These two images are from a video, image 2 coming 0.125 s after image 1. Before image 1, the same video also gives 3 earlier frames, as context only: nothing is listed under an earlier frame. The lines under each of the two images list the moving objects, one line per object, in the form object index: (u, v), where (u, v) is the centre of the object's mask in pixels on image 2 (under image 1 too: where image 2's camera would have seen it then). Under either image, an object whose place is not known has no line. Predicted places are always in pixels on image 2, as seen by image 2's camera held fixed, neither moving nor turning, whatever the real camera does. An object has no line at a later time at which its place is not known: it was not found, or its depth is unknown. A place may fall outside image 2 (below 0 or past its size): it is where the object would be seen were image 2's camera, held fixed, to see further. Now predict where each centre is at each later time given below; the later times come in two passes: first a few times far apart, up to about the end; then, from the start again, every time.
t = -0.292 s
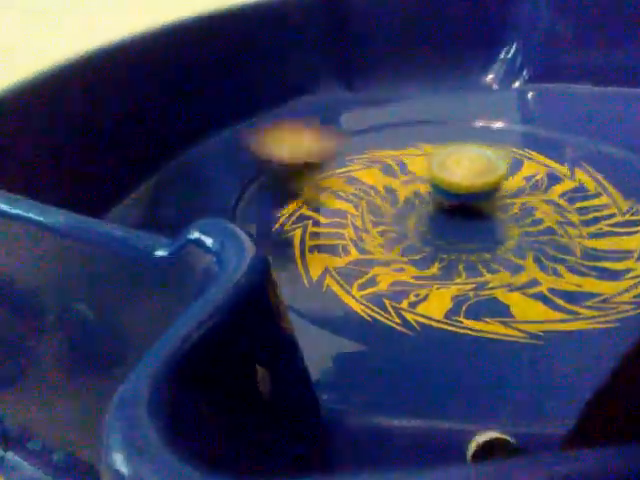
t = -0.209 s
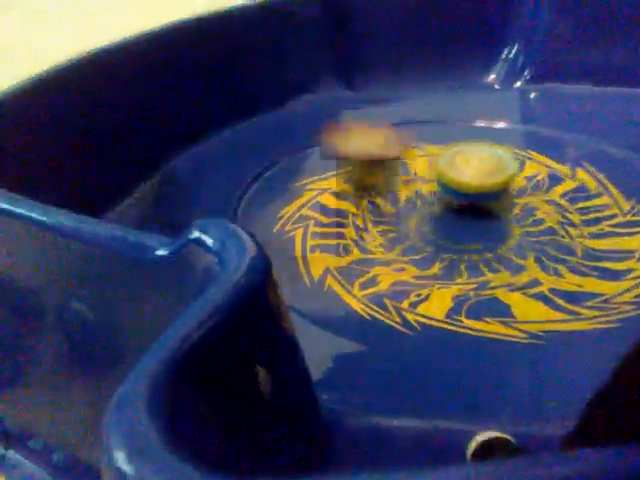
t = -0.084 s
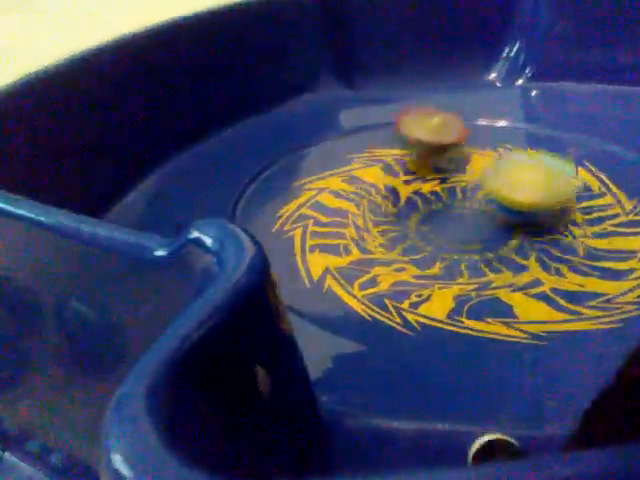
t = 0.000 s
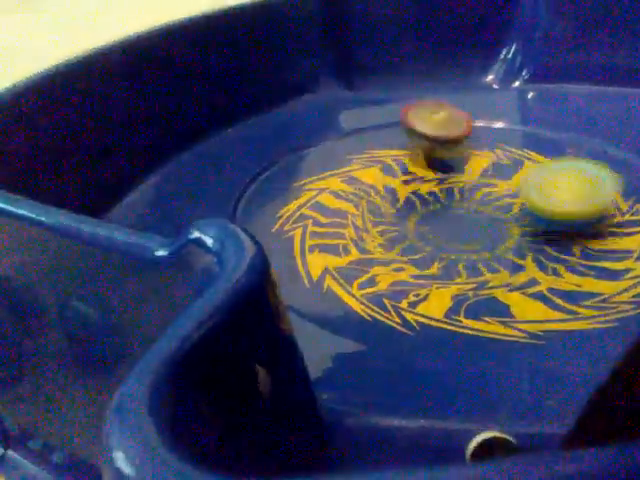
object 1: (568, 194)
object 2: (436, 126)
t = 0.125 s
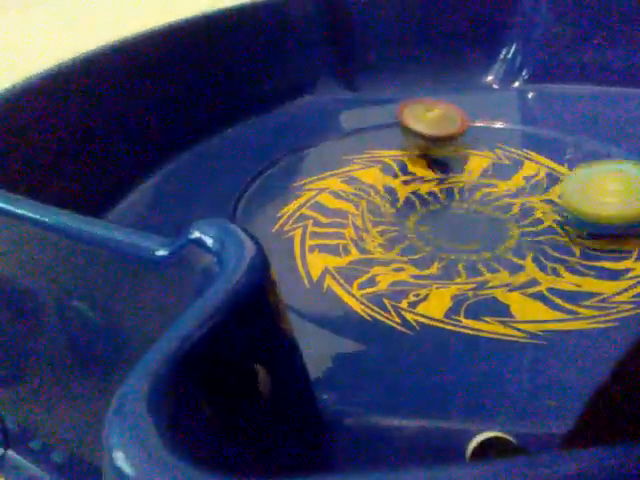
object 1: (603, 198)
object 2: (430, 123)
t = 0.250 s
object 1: (620, 196)
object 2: (423, 122)
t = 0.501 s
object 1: (629, 200)
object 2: (421, 122)
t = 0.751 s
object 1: (602, 217)
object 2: (452, 140)
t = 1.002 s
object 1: (524, 232)
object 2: (520, 158)
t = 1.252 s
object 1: (439, 239)
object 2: (577, 165)
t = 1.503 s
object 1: (371, 235)
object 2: (601, 176)
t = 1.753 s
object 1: (329, 218)
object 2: (605, 193)
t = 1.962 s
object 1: (328, 201)
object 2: (599, 214)
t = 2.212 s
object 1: (359, 181)
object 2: (568, 239)
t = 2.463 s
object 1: (404, 166)
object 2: (537, 256)
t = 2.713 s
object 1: (454, 153)
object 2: (491, 259)
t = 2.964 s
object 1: (501, 151)
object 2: (445, 247)
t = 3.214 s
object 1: (545, 161)
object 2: (399, 235)
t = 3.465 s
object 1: (569, 182)
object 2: (370, 216)
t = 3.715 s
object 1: (565, 211)
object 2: (368, 200)
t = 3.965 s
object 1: (532, 238)
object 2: (379, 183)
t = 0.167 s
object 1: (610, 198)
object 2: (428, 122)
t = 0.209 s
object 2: (425, 122)
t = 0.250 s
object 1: (620, 196)
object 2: (423, 122)
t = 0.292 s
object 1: (625, 196)
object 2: (421, 121)
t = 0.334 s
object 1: (627, 195)
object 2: (420, 121)
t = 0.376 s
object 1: (628, 196)
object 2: (419, 121)
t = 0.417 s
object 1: (628, 197)
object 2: (420, 121)
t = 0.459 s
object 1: (629, 199)
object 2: (420, 122)
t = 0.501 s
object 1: (629, 200)
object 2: (421, 122)
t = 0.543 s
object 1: (628, 199)
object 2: (424, 122)
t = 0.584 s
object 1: (625, 204)
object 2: (428, 124)
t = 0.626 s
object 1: (621, 207)
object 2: (432, 127)
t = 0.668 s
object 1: (616, 210)
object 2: (439, 135)
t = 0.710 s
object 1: (609, 215)
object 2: (445, 138)
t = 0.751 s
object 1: (602, 217)
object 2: (452, 140)
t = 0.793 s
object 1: (593, 221)
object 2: (462, 146)
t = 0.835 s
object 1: (581, 223)
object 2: (473, 150)
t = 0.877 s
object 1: (568, 225)
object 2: (485, 151)
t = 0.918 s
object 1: (552, 228)
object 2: (496, 155)
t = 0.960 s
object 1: (536, 230)
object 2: (508, 157)
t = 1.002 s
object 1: (524, 232)
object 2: (520, 158)
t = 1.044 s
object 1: (509, 235)
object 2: (533, 157)
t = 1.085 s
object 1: (494, 236)
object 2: (543, 160)
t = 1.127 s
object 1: (479, 237)
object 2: (552, 160)
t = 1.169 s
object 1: (465, 239)
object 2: (562, 161)
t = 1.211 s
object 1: (451, 239)
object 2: (569, 164)
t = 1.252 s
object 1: (439, 239)
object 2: (577, 165)
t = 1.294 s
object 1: (426, 240)
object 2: (584, 165)
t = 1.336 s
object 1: (413, 238)
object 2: (589, 167)
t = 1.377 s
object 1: (402, 239)
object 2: (592, 168)
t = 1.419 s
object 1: (391, 239)
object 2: (595, 170)
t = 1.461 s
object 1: (381, 238)
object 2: (598, 173)
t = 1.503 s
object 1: (371, 235)
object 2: (601, 176)
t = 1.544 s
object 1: (361, 234)
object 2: (602, 177)
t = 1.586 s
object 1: (353, 230)
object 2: (604, 180)
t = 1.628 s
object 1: (347, 228)
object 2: (604, 184)
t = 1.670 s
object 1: (340, 225)
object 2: (605, 186)
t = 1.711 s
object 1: (334, 222)
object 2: (606, 188)
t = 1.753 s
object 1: (329, 218)
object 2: (605, 193)
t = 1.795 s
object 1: (327, 215)
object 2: (605, 197)
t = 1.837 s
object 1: (325, 211)
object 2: (603, 200)
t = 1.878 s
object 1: (325, 208)
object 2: (601, 205)
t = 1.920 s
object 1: (327, 204)
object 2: (600, 212)
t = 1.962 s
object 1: (328, 201)
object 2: (599, 214)
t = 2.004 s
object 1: (330, 197)
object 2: (597, 218)
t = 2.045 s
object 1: (336, 193)
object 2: (594, 223)
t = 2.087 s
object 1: (340, 190)
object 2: (590, 225)
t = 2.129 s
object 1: (345, 187)
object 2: (578, 231)
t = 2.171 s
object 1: (352, 184)
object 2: (580, 235)
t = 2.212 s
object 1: (359, 181)
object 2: (568, 239)
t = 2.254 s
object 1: (367, 178)
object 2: (571, 241)
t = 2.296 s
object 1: (372, 176)
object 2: (559, 248)
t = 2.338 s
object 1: (381, 173)
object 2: (555, 250)
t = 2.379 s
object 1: (389, 170)
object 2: (549, 252)
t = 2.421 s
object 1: (397, 168)
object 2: (550, 253)
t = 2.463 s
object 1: (404, 166)
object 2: (537, 256)
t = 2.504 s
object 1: (412, 164)
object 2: (530, 258)
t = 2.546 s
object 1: (421, 160)
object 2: (524, 258)
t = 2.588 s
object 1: (428, 158)
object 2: (516, 258)
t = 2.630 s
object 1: (437, 156)
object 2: (508, 258)
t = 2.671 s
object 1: (445, 156)
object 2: (501, 259)
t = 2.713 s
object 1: (454, 153)
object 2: (491, 259)
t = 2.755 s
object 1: (463, 152)
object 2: (482, 257)
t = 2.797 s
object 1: (470, 151)
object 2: (472, 256)
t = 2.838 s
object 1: (479, 151)
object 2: (462, 254)
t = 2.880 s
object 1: (486, 151)
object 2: (463, 252)
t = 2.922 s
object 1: (493, 150)
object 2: (453, 249)
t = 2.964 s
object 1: (501, 151)
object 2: (445, 247)
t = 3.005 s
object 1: (510, 152)
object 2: (436, 245)
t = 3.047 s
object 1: (518, 154)
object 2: (425, 242)
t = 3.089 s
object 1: (525, 154)
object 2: (420, 241)
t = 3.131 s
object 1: (532, 156)
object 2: (411, 237)
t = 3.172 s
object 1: (539, 159)
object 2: (404, 237)
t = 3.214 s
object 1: (545, 161)
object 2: (399, 235)
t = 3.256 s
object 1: (551, 164)
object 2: (392, 232)
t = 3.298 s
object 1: (556, 167)
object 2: (386, 229)
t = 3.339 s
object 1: (560, 170)
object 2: (381, 224)
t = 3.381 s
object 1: (564, 174)
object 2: (377, 222)
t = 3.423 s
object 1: (567, 178)
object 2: (373, 217)
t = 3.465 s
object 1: (569, 182)
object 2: (370, 216)
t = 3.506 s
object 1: (572, 186)
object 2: (368, 211)
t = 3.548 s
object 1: (572, 191)
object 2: (367, 209)
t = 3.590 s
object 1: (572, 196)
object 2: (367, 208)
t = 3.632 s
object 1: (571, 201)
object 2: (367, 206)
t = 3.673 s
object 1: (568, 207)
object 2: (366, 201)
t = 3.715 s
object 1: (565, 211)
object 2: (368, 200)
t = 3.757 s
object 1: (561, 216)
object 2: (369, 195)
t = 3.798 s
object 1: (556, 222)
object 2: (371, 193)
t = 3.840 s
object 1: (553, 225)
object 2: (373, 190)
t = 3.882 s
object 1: (546, 230)
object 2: (375, 188)
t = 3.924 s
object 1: (538, 234)
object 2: (377, 186)
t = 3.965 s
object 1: (532, 238)
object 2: (379, 183)
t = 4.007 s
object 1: (525, 240)
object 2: (381, 181)
